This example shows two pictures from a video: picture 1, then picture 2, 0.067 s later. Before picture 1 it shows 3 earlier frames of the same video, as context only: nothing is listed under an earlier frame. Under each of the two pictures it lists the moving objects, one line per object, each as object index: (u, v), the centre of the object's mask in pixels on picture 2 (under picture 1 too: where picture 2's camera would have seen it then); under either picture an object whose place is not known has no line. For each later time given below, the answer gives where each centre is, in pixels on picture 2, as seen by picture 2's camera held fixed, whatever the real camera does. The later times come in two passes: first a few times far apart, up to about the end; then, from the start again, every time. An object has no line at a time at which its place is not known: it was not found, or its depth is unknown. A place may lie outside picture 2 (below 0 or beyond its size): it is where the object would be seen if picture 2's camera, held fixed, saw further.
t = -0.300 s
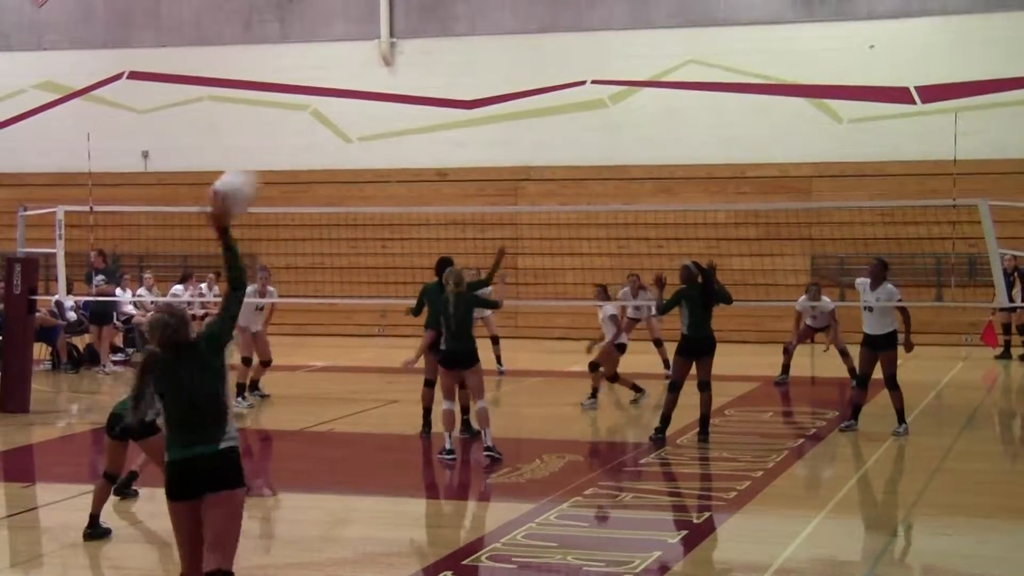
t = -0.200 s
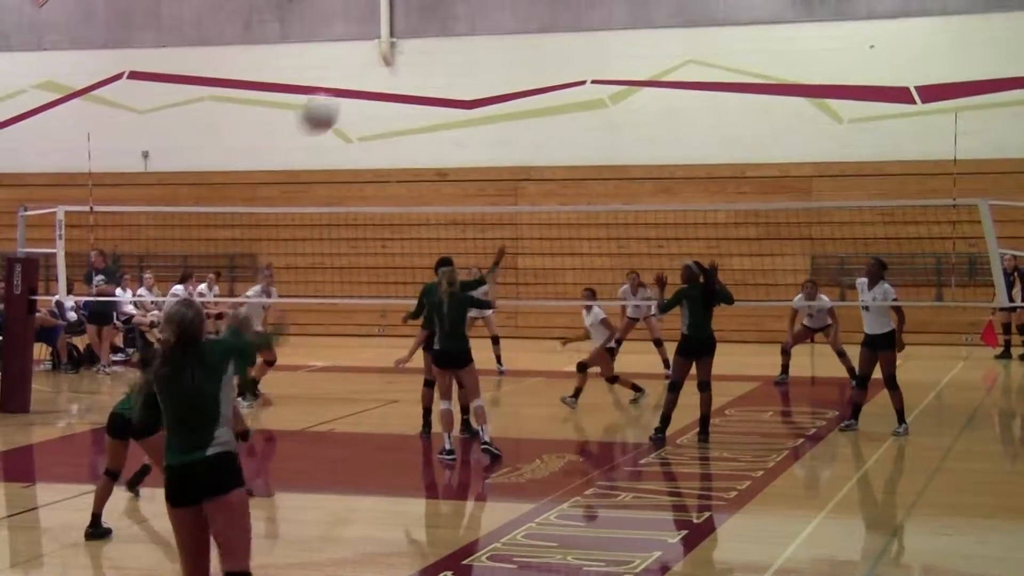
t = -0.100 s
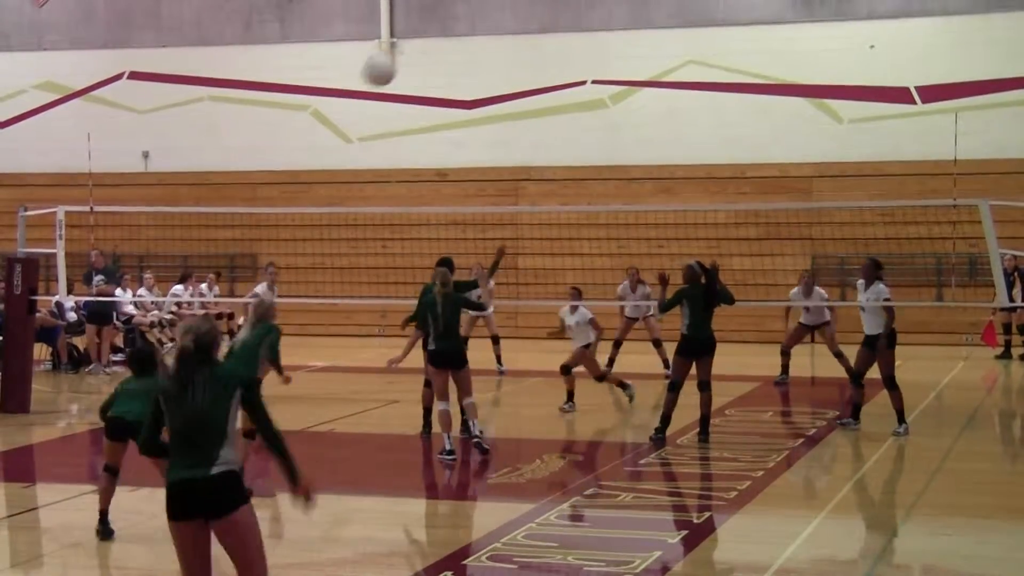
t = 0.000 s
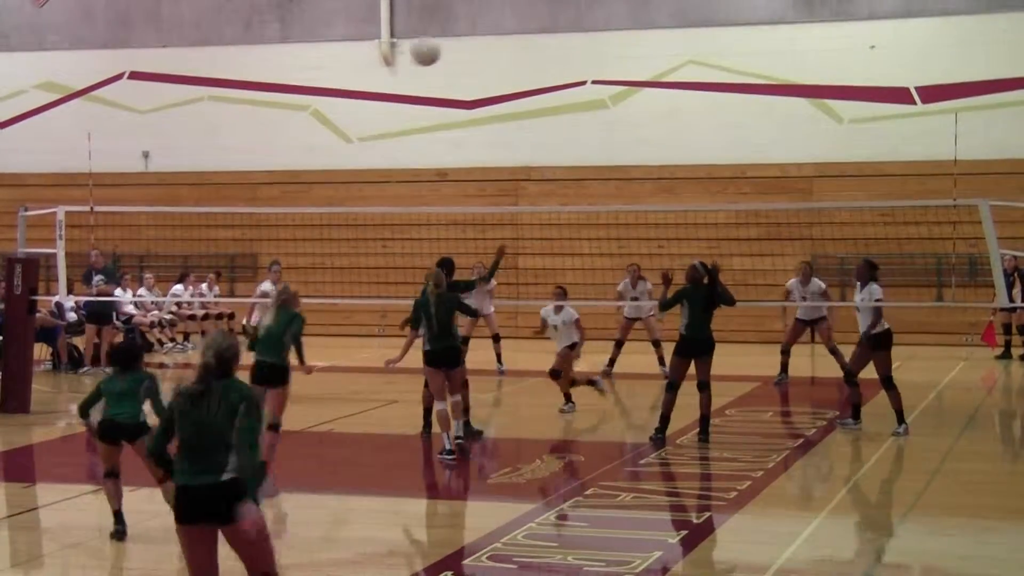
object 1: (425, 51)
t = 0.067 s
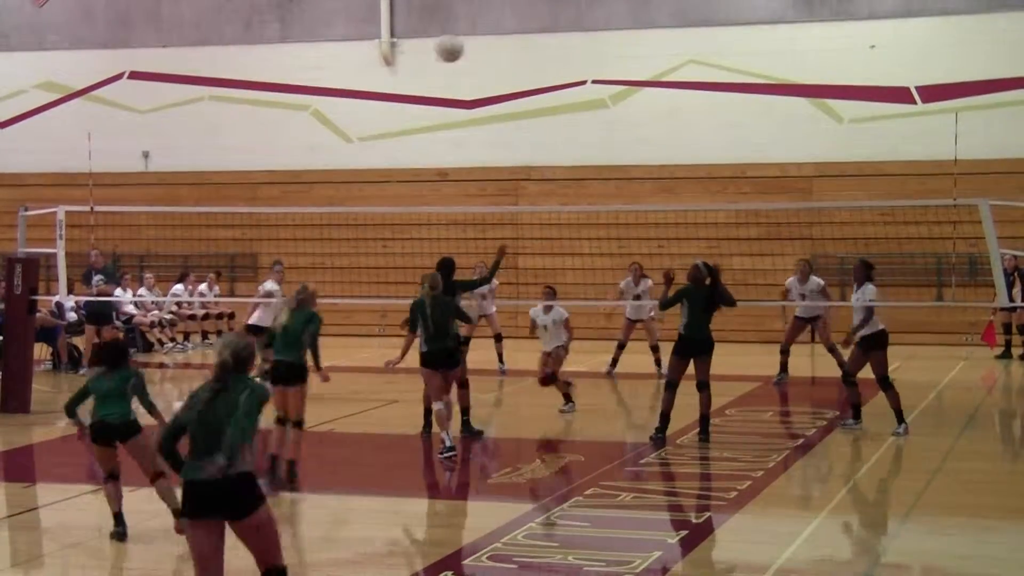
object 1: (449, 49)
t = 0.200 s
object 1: (487, 58)
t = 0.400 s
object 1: (528, 100)
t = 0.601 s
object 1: (555, 165)
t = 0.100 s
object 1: (460, 50)
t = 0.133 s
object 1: (470, 52)
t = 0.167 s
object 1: (479, 55)
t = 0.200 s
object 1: (487, 58)
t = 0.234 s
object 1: (495, 63)
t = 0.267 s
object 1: (502, 69)
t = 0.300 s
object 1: (509, 75)
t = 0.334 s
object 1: (516, 83)
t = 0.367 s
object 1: (522, 92)
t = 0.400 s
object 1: (528, 100)
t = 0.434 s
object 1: (533, 111)
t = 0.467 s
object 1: (538, 121)
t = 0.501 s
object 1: (543, 133)
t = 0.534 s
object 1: (547, 144)
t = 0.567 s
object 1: (552, 155)
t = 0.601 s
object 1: (555, 165)
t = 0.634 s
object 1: (560, 177)
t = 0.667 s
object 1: (564, 190)
